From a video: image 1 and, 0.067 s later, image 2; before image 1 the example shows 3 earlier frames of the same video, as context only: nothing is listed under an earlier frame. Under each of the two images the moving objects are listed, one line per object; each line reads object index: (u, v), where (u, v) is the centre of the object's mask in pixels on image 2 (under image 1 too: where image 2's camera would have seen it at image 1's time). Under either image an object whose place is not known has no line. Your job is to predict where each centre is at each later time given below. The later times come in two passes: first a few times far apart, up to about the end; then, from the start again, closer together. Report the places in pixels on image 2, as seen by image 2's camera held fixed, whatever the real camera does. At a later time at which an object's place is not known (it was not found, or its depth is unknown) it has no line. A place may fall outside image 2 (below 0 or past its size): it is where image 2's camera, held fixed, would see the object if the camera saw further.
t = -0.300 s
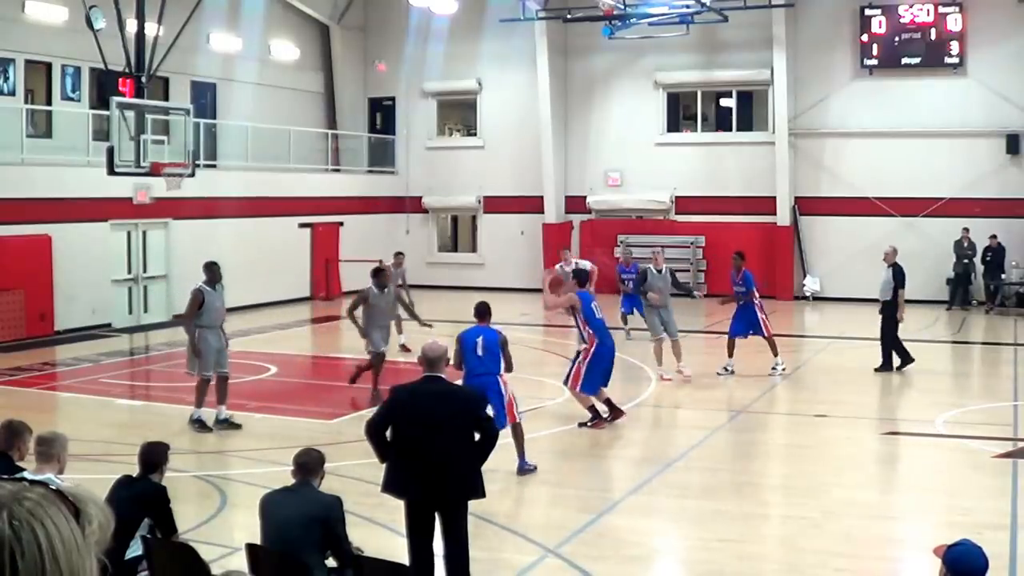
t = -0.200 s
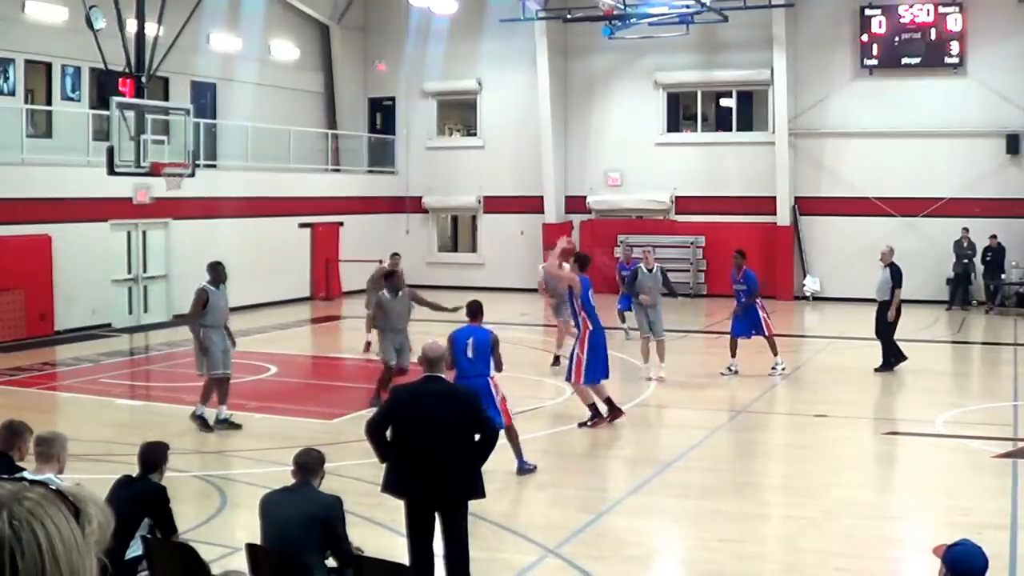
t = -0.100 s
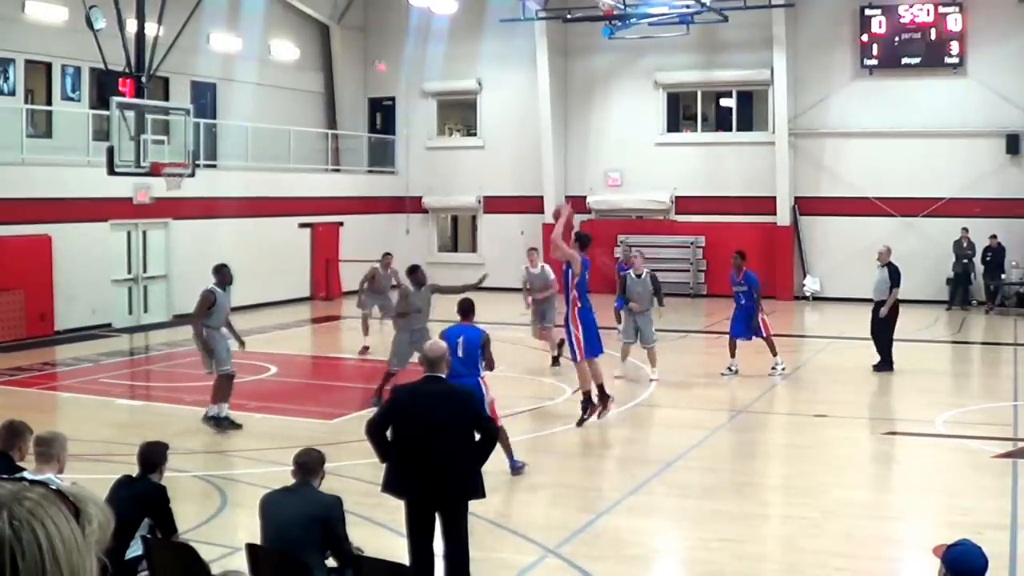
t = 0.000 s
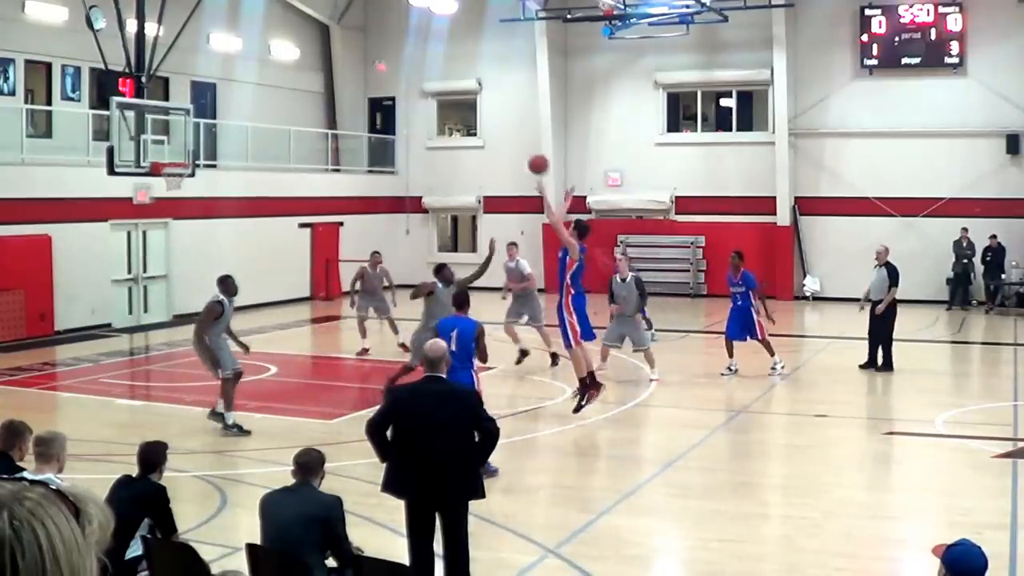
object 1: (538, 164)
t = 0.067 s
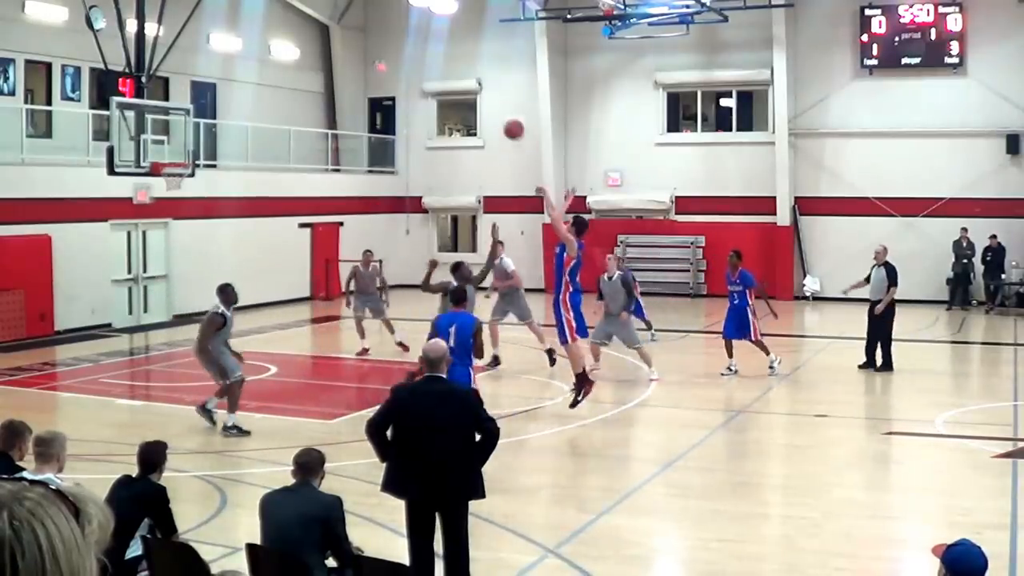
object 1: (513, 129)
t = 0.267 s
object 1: (444, 53)
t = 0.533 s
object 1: (361, 9)
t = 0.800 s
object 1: (290, 21)
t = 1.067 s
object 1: (227, 79)
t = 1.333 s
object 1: (171, 171)
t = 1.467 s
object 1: (164, 174)
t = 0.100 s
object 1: (501, 114)
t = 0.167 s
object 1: (477, 86)
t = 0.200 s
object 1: (466, 74)
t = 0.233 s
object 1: (455, 63)
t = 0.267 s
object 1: (444, 53)
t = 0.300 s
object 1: (433, 45)
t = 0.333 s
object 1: (422, 37)
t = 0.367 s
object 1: (412, 31)
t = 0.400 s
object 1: (401, 24)
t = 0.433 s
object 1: (391, 19)
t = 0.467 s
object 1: (381, 15)
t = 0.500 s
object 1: (372, 13)
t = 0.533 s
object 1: (361, 9)
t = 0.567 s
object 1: (352, 8)
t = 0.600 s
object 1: (342, 7)
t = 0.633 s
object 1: (334, 8)
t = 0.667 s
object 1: (325, 8)
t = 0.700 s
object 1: (315, 9)
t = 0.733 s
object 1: (307, 13)
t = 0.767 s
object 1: (298, 17)
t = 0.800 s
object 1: (290, 21)
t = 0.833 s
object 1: (282, 25)
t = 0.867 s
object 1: (273, 31)
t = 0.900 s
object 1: (265, 37)
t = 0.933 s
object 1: (258, 44)
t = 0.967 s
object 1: (249, 52)
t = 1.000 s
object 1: (241, 60)
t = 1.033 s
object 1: (234, 69)
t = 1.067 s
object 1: (227, 79)
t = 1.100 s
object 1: (220, 90)
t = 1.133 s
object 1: (213, 100)
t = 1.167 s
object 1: (206, 109)
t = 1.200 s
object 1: (199, 123)
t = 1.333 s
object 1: (171, 171)
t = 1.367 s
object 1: (165, 177)
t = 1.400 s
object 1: (163, 177)
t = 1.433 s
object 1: (163, 175)
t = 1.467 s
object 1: (164, 174)
